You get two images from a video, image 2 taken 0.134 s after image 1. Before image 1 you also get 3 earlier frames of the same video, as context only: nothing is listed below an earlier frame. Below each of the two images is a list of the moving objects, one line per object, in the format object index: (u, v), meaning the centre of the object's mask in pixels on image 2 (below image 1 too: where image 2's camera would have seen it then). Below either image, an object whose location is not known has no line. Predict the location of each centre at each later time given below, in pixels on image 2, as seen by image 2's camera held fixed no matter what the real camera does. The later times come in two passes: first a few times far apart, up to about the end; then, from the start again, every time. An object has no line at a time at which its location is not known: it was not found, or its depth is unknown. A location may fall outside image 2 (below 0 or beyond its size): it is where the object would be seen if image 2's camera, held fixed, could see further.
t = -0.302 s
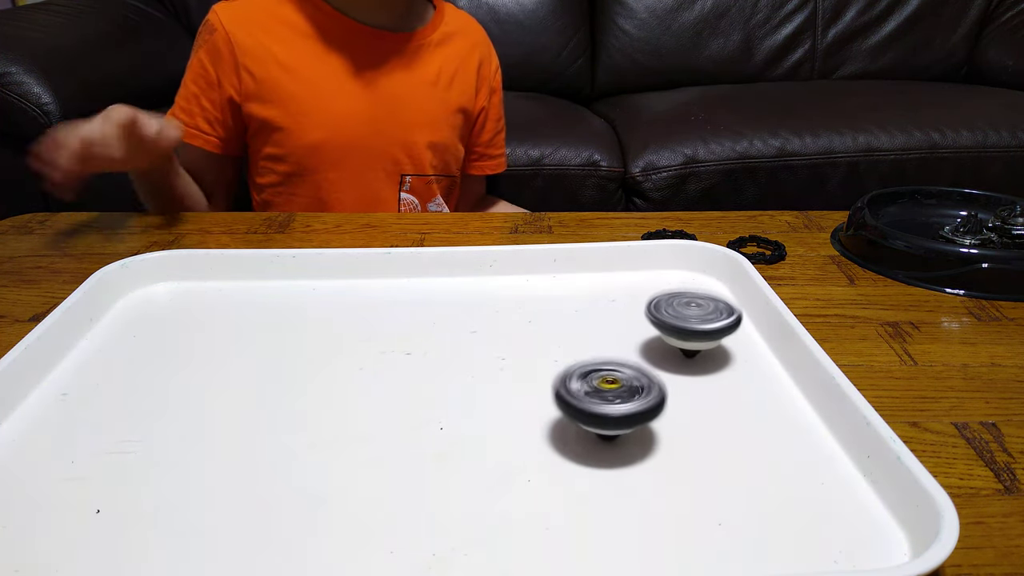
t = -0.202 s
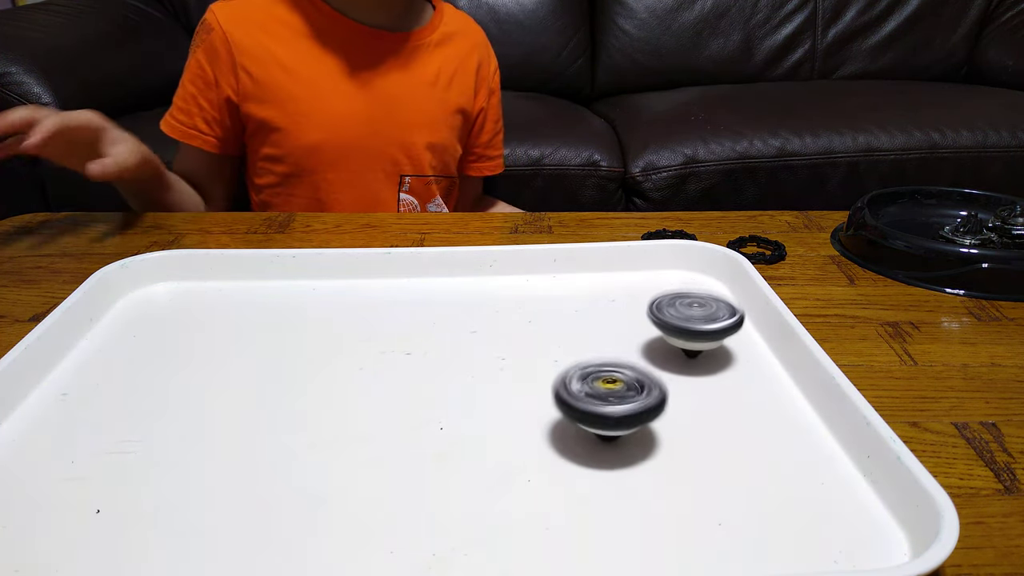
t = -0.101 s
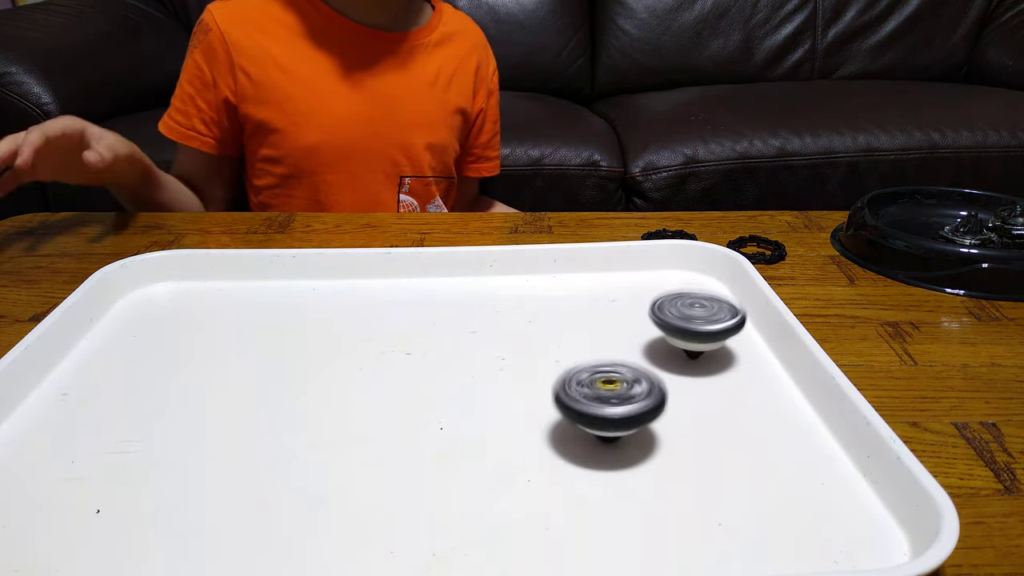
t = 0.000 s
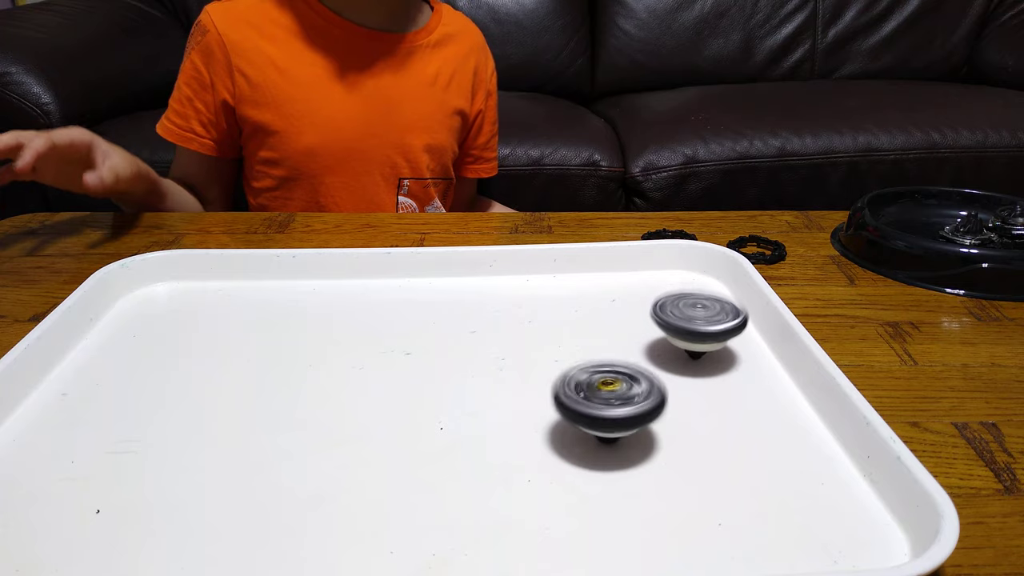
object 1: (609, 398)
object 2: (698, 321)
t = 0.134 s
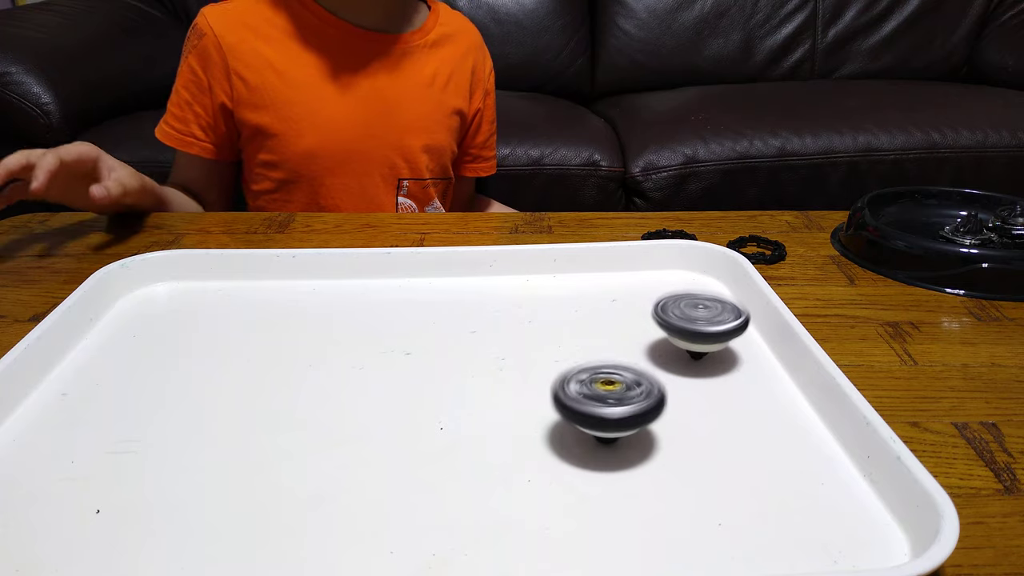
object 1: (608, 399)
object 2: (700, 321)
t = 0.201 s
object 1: (607, 399)
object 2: (700, 322)
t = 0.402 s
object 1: (606, 399)
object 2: (703, 323)
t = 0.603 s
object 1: (605, 399)
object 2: (706, 324)
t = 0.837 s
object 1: (605, 398)
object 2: (710, 327)
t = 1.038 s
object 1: (607, 397)
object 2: (713, 329)
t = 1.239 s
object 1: (609, 397)
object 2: (717, 333)
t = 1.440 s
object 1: (610, 398)
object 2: (722, 336)
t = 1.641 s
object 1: (611, 400)
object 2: (727, 339)
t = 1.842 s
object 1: (610, 401)
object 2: (732, 341)
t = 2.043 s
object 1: (608, 403)
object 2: (737, 343)
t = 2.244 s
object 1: (605, 405)
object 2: (742, 345)
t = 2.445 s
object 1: (602, 405)
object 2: (747, 347)
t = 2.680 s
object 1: (602, 404)
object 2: (751, 350)
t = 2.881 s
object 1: (603, 404)
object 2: (754, 353)
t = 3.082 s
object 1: (604, 404)
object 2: (756, 354)
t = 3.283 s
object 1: (608, 405)
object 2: (758, 355)
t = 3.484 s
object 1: (609, 407)
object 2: (759, 356)
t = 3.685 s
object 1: (610, 409)
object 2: (761, 358)
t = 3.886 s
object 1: (608, 410)
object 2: (762, 359)
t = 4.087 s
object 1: (606, 411)
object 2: (763, 360)
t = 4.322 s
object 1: (604, 410)
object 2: (764, 362)
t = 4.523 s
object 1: (603, 408)
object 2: (765, 365)
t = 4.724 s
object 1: (605, 407)
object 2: (766, 369)
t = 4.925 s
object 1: (607, 408)
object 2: (769, 372)
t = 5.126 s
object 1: (609, 408)
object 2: (772, 376)
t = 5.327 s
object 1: (611, 411)
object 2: (773, 376)
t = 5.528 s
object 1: (611, 412)
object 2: (768, 374)
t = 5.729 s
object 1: (610, 415)
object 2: (762, 374)
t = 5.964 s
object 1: (606, 415)
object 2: (752, 378)
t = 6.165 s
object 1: (603, 414)
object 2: (751, 384)
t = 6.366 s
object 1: (602, 413)
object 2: (756, 392)
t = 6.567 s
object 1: (604, 412)
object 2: (766, 395)
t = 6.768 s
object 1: (607, 411)
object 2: (769, 394)
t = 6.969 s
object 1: (609, 413)
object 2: (765, 390)
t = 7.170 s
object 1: (611, 414)
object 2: (757, 390)
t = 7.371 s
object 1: (611, 416)
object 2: (748, 394)
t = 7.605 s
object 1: (608, 417)
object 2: (747, 402)
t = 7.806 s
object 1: (605, 418)
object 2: (754, 408)
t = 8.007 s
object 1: (604, 415)
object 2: (764, 412)
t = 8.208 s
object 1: (603, 415)
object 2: (771, 410)
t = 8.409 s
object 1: (605, 413)
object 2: (769, 407)
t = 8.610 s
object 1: (608, 412)
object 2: (758, 405)
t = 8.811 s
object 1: (610, 414)
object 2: (747, 408)
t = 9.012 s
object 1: (611, 415)
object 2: (741, 414)
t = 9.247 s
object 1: (610, 417)
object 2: (744, 422)
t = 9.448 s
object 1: (609, 417)
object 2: (752, 428)
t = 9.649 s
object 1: (608, 417)
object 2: (760, 428)
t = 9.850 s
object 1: (609, 415)
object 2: (760, 424)
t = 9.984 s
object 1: (608, 415)
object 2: (756, 423)
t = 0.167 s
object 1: (608, 399)
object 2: (700, 322)
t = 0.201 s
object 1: (607, 399)
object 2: (700, 322)
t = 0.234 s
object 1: (608, 399)
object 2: (701, 322)
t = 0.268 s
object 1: (607, 399)
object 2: (702, 322)
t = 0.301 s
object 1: (607, 399)
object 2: (702, 322)
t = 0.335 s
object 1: (607, 399)
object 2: (702, 322)
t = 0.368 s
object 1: (606, 399)
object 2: (703, 323)
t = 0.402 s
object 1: (606, 399)
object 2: (703, 323)
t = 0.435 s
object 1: (606, 399)
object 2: (704, 323)
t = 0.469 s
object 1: (606, 399)
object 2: (704, 323)
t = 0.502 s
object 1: (605, 399)
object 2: (705, 324)
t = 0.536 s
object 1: (605, 399)
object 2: (705, 324)
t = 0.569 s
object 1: (605, 398)
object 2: (706, 324)
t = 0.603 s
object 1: (605, 399)
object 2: (706, 324)
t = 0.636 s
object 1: (605, 398)
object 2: (706, 325)
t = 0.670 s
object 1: (604, 399)
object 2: (707, 325)
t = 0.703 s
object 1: (605, 398)
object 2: (707, 325)
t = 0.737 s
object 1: (605, 398)
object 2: (708, 326)
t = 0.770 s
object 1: (605, 398)
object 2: (708, 326)
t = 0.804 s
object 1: (605, 398)
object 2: (709, 326)
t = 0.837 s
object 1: (605, 398)
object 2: (710, 327)
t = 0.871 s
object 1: (605, 397)
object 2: (710, 327)
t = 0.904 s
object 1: (605, 397)
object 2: (710, 328)
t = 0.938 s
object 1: (606, 398)
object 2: (711, 328)
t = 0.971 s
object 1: (606, 397)
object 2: (712, 329)
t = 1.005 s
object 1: (606, 398)
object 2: (712, 329)
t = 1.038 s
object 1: (607, 397)
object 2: (713, 329)
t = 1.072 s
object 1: (607, 397)
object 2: (713, 330)
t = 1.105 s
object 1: (607, 397)
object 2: (714, 330)
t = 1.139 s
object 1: (607, 398)
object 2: (715, 331)
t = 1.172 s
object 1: (608, 397)
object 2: (716, 331)
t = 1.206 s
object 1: (608, 397)
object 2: (717, 332)
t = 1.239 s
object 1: (609, 397)
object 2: (717, 333)
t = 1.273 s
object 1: (609, 397)
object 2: (718, 333)
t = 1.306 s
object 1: (609, 397)
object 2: (719, 334)
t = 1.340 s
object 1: (610, 397)
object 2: (719, 334)
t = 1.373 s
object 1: (610, 398)
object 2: (720, 335)
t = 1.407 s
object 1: (610, 398)
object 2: (721, 335)
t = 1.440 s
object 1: (610, 398)
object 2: (722, 336)
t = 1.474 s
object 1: (610, 398)
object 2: (723, 336)
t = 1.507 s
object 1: (610, 399)
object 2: (723, 337)
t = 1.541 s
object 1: (611, 399)
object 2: (724, 337)
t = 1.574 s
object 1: (610, 399)
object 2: (725, 338)
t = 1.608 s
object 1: (611, 399)
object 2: (726, 338)
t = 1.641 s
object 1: (611, 400)
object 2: (727, 339)
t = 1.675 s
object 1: (611, 400)
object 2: (728, 339)
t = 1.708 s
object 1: (611, 400)
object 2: (729, 339)
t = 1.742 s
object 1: (610, 401)
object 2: (729, 340)
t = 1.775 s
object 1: (611, 401)
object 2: (730, 340)
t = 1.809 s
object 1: (610, 402)
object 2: (731, 341)
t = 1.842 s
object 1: (610, 401)
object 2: (732, 341)
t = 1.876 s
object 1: (609, 402)
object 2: (732, 341)
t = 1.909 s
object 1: (610, 402)
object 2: (733, 342)
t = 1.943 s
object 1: (609, 403)
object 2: (734, 342)
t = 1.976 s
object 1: (609, 403)
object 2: (735, 342)
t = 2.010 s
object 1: (608, 403)
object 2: (736, 343)
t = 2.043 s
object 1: (608, 403)
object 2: (737, 343)
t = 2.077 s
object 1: (608, 403)
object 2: (738, 343)
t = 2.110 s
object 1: (607, 404)
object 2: (739, 344)
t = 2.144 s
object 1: (607, 403)
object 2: (740, 344)
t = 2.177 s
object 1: (607, 404)
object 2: (741, 344)
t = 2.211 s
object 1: (606, 404)
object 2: (741, 345)
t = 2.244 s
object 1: (605, 405)
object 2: (742, 345)
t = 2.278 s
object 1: (605, 405)
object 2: (743, 346)
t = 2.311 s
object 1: (604, 405)
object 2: (744, 346)
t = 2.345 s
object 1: (604, 405)
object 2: (744, 346)
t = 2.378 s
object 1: (603, 405)
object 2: (745, 347)
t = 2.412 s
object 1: (603, 405)
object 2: (746, 347)
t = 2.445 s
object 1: (602, 405)
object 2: (747, 347)
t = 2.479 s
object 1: (603, 405)
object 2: (747, 348)
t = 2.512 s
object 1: (602, 404)
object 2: (748, 348)
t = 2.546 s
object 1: (602, 404)
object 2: (749, 348)
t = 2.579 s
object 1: (602, 404)
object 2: (749, 349)
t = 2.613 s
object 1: (602, 404)
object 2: (750, 349)
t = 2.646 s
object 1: (602, 404)
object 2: (750, 349)
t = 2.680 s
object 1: (602, 404)
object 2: (751, 350)
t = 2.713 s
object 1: (602, 404)
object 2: (752, 350)
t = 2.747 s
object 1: (602, 404)
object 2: (752, 351)
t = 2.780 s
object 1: (603, 403)
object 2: (752, 351)
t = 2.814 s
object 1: (602, 404)
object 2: (753, 351)
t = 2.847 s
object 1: (603, 403)
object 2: (753, 352)
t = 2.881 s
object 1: (603, 404)
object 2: (754, 353)
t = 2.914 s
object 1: (604, 403)
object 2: (754, 352)
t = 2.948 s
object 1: (603, 404)
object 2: (754, 352)
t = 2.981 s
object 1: (604, 404)
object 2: (754, 353)
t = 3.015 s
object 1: (604, 404)
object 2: (754, 353)
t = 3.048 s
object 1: (604, 403)
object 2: (755, 353)
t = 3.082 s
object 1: (604, 404)
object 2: (756, 354)
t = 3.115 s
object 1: (606, 404)
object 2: (756, 354)
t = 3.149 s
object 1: (607, 404)
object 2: (756, 354)
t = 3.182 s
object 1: (608, 404)
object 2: (757, 354)
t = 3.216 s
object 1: (608, 405)
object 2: (757, 354)
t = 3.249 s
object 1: (609, 405)
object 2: (758, 355)
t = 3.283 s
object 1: (608, 405)
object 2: (758, 355)
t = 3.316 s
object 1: (609, 405)
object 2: (758, 355)
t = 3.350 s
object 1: (609, 406)
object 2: (758, 355)
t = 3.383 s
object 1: (609, 406)
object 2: (759, 356)
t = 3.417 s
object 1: (609, 406)
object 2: (759, 356)
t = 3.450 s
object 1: (610, 406)
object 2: (759, 356)
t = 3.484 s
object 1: (609, 407)
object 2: (759, 356)
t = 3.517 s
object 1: (610, 407)
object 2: (760, 356)
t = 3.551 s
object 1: (610, 407)
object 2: (760, 357)
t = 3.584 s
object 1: (610, 407)
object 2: (760, 357)
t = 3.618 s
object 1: (610, 408)
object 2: (760, 357)
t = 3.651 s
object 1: (610, 408)
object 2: (761, 358)
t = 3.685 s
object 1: (610, 409)
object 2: (761, 358)
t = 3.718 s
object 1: (610, 409)
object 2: (761, 358)
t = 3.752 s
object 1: (609, 409)
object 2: (761, 358)
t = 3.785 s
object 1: (610, 409)
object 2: (762, 358)
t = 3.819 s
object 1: (609, 409)
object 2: (762, 358)
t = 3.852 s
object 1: (609, 409)
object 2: (762, 359)
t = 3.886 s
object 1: (608, 410)
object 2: (762, 359)
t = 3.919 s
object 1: (609, 410)
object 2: (762, 359)
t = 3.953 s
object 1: (608, 410)
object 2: (762, 359)
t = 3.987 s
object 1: (608, 410)
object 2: (763, 359)
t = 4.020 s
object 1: (607, 411)
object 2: (763, 360)
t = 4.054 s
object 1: (607, 411)
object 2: (763, 360)
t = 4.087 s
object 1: (606, 411)
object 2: (763, 360)
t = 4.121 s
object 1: (606, 410)
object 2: (763, 360)
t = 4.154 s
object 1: (605, 410)
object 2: (763, 361)
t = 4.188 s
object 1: (605, 410)
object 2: (764, 361)
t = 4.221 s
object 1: (604, 411)
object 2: (763, 361)
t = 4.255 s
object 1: (605, 410)
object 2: (764, 362)
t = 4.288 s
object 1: (603, 411)
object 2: (764, 362)
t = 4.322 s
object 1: (604, 410)
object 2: (764, 362)
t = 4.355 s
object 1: (603, 410)
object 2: (764, 363)
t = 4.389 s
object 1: (603, 409)
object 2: (764, 363)
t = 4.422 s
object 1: (602, 410)
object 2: (764, 363)
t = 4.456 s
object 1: (603, 409)
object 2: (764, 364)
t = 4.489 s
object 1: (602, 409)
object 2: (765, 364)
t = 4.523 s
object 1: (603, 408)
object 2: (765, 365)
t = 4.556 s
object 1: (603, 408)
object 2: (765, 365)
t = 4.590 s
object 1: (604, 408)
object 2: (765, 366)
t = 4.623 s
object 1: (604, 408)
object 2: (765, 366)
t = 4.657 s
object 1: (604, 408)
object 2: (766, 368)
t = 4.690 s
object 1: (604, 408)
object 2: (766, 368)
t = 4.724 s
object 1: (605, 407)
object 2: (766, 369)
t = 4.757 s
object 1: (605, 408)
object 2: (767, 370)
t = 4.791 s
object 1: (605, 407)
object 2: (767, 370)
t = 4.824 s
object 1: (606, 407)
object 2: (768, 370)
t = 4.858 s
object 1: (606, 407)
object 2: (768, 372)
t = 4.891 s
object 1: (607, 407)
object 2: (769, 372)
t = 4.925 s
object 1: (607, 408)
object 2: (769, 372)
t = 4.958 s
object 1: (608, 407)
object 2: (770, 373)
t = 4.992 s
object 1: (608, 408)
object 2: (770, 374)
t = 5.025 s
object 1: (609, 408)
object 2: (771, 375)
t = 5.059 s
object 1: (608, 408)
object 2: (771, 375)
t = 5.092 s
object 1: (609, 408)
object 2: (772, 376)
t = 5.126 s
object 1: (609, 408)
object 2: (772, 376)
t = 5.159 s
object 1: (610, 408)
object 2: (773, 376)
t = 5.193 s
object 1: (610, 409)
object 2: (773, 376)
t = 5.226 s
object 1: (611, 409)
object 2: (773, 376)
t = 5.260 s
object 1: (610, 410)
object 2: (773, 376)
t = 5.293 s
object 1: (611, 409)
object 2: (773, 376)
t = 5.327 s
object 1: (611, 411)
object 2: (773, 376)
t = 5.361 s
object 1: (611, 410)
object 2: (773, 376)
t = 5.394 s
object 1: (611, 411)
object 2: (772, 376)
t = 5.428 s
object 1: (611, 411)
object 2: (771, 375)
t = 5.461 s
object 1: (612, 412)
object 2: (770, 375)
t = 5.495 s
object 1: (611, 412)
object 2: (769, 374)
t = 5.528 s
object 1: (611, 412)
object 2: (768, 374)
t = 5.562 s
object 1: (611, 413)
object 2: (767, 374)
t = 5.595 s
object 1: (612, 414)
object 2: (766, 374)
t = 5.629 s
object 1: (610, 415)
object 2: (765, 374)
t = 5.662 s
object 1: (610, 414)
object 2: (764, 374)
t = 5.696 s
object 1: (609, 415)
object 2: (763, 374)
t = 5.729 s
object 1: (610, 415)
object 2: (762, 374)
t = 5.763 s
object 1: (609, 415)
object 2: (761, 374)
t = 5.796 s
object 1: (608, 415)
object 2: (759, 374)
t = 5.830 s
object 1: (608, 415)
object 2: (758, 374)
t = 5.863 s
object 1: (607, 415)
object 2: (756, 375)
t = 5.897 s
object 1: (607, 415)
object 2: (755, 376)
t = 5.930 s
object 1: (606, 416)
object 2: (754, 376)
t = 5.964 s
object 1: (606, 415)
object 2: (752, 378)
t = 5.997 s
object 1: (605, 415)
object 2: (752, 378)
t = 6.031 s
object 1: (605, 415)
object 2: (751, 379)
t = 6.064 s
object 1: (604, 415)
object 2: (751, 380)
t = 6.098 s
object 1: (604, 415)
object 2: (751, 382)
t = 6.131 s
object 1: (603, 415)
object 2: (750, 383)
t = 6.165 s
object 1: (603, 414)
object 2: (751, 384)
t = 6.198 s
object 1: (603, 414)
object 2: (751, 386)
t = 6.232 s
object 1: (603, 414)
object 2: (751, 387)
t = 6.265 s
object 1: (603, 413)
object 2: (753, 388)
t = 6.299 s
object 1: (602, 414)
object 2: (753, 389)
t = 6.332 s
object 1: (603, 413)
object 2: (754, 390)
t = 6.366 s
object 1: (602, 413)
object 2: (756, 392)
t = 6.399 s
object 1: (603, 413)
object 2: (757, 393)
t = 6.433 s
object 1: (603, 413)
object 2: (759, 393)
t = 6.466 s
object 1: (604, 412)
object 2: (760, 394)
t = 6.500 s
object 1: (603, 412)
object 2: (762, 394)
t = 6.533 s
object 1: (604, 412)
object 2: (764, 395)
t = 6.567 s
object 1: (604, 412)
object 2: (766, 395)
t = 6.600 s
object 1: (604, 412)
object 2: (767, 395)
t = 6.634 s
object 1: (605, 412)
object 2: (767, 395)
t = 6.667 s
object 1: (605, 412)
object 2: (768, 395)
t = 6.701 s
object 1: (606, 411)
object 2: (769, 395)
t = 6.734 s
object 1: (606, 412)
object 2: (769, 394)
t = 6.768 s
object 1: (607, 411)
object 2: (769, 394)
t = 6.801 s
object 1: (607, 412)
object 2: (769, 393)
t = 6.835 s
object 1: (607, 412)
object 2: (768, 393)
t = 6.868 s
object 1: (608, 412)
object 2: (768, 392)
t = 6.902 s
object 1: (608, 412)
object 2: (767, 392)
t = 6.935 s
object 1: (609, 412)
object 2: (766, 391)
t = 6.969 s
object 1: (609, 413)
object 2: (765, 390)
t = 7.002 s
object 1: (610, 413)
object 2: (764, 390)
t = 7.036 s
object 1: (610, 414)
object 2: (763, 390)
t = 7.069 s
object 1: (610, 413)
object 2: (762, 390)
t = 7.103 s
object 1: (611, 414)
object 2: (760, 389)
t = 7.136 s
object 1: (611, 414)
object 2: (758, 389)
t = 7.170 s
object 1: (611, 414)
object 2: (757, 390)
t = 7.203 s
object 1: (611, 415)
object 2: (755, 390)
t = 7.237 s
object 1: (612, 415)
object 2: (753, 390)
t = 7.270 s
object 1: (611, 416)
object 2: (752, 391)
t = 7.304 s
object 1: (612, 415)
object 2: (750, 392)
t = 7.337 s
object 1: (611, 416)
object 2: (750, 393)
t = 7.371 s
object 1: (611, 416)
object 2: (748, 394)
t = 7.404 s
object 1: (611, 416)
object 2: (747, 395)
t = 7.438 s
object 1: (610, 417)
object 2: (747, 396)
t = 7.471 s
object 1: (611, 417)
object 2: (746, 397)
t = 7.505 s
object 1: (609, 418)
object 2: (746, 398)
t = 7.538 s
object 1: (610, 417)
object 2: (746, 400)
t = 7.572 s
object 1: (608, 418)
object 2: (746, 400)
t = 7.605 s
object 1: (608, 417)
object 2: (747, 402)
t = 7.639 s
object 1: (608, 418)
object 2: (747, 403)
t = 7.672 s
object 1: (607, 418)
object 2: (749, 405)
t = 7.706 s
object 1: (607, 418)
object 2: (749, 406)
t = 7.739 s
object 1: (606, 418)
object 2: (751, 406)
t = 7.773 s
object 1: (606, 417)
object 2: (752, 407)
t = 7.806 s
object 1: (605, 418)
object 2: (754, 408)
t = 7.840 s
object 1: (605, 417)
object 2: (755, 409)
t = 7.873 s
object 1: (605, 417)
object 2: (757, 410)
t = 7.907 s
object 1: (604, 417)
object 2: (759, 410)
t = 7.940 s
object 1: (604, 416)
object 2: (760, 411)
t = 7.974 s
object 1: (603, 417)
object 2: (763, 411)
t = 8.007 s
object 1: (604, 415)
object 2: (764, 412)
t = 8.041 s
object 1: (603, 416)
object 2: (766, 412)
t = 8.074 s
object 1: (603, 415)
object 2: (767, 412)
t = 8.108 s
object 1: (603, 415)
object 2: (768, 411)
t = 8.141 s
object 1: (602, 415)
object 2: (770, 411)
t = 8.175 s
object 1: (604, 414)
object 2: (770, 411)
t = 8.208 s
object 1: (603, 415)
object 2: (771, 410)
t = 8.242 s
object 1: (603, 413)
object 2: (771, 410)
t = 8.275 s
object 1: (603, 414)
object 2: (771, 409)
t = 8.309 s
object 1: (603, 413)
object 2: (771, 409)
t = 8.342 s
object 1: (604, 413)
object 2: (770, 408)
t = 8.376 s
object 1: (604, 413)
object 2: (770, 408)
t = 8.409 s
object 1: (605, 413)
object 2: (769, 407)
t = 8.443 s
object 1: (604, 413)
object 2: (768, 407)
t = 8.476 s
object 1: (606, 412)
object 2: (767, 406)
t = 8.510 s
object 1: (606, 412)
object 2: (766, 406)
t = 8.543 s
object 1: (606, 413)
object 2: (764, 406)
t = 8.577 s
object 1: (607, 413)
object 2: (760, 405)
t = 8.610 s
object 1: (608, 412)
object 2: (758, 405)
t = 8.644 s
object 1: (609, 413)
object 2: (757, 405)
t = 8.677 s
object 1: (609, 413)
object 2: (754, 405)
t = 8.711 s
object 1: (610, 413)
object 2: (752, 405)
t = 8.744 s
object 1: (609, 414)
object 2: (750, 406)
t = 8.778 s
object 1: (611, 413)
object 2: (748, 407)
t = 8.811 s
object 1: (610, 414)
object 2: (747, 408)
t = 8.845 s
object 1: (610, 414)
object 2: (745, 408)
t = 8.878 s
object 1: (611, 414)
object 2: (744, 409)
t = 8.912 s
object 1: (611, 415)
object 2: (743, 410)
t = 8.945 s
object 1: (612, 415)
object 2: (742, 411)
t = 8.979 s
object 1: (611, 415)
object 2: (741, 412)
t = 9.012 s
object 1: (611, 415)
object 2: (741, 414)
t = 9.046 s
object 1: (611, 416)
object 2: (740, 415)
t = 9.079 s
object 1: (611, 416)
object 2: (740, 416)
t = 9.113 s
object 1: (612, 416)
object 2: (740, 417)
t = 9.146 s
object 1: (610, 417)
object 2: (741, 418)
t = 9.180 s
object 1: (611, 416)
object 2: (742, 420)
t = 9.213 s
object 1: (610, 417)
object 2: (742, 421)
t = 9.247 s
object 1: (610, 417)
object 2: (744, 422)
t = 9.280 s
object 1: (610, 417)
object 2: (744, 423)
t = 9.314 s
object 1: (609, 418)
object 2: (746, 425)
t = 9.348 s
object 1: (610, 416)
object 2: (747, 426)
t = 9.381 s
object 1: (609, 418)
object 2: (749, 426)
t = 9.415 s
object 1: (609, 417)
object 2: (750, 427)
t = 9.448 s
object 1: (609, 417)
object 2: (752, 428)
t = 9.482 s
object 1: (608, 417)
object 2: (754, 428)
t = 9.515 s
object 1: (609, 417)
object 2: (755, 428)
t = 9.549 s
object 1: (608, 417)
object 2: (757, 428)
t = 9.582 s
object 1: (608, 417)
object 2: (757, 429)
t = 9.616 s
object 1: (608, 416)
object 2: (759, 428)
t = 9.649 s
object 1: (608, 417)
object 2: (760, 428)
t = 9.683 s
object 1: (609, 416)
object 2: (761, 427)
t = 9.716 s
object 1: (607, 416)
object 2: (761, 427)
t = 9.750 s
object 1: (607, 416)
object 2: (761, 426)
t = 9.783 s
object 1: (608, 415)
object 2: (761, 426)
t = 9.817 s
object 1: (607, 416)
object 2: (761, 425)
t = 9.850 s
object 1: (609, 415)
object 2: (760, 424)
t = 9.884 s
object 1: (607, 416)
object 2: (759, 424)
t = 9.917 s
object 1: (608, 415)
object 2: (759, 424)
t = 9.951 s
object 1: (608, 415)
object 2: (757, 423)
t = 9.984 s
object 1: (608, 415)
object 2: (756, 423)
